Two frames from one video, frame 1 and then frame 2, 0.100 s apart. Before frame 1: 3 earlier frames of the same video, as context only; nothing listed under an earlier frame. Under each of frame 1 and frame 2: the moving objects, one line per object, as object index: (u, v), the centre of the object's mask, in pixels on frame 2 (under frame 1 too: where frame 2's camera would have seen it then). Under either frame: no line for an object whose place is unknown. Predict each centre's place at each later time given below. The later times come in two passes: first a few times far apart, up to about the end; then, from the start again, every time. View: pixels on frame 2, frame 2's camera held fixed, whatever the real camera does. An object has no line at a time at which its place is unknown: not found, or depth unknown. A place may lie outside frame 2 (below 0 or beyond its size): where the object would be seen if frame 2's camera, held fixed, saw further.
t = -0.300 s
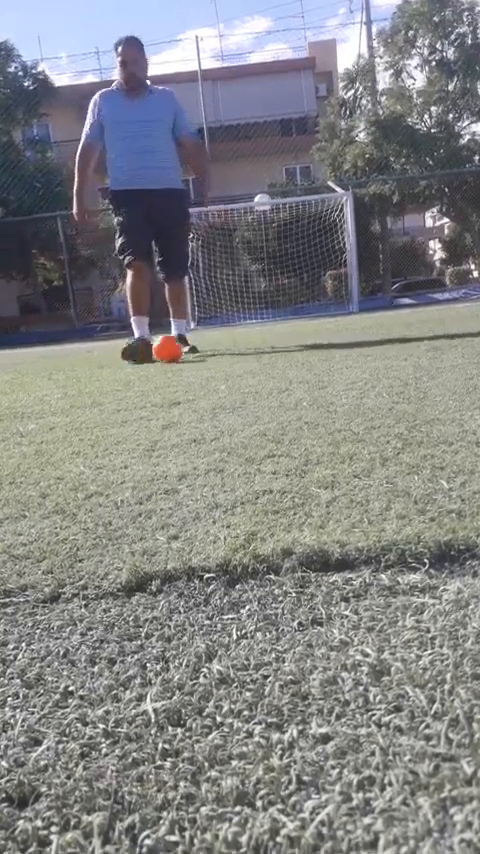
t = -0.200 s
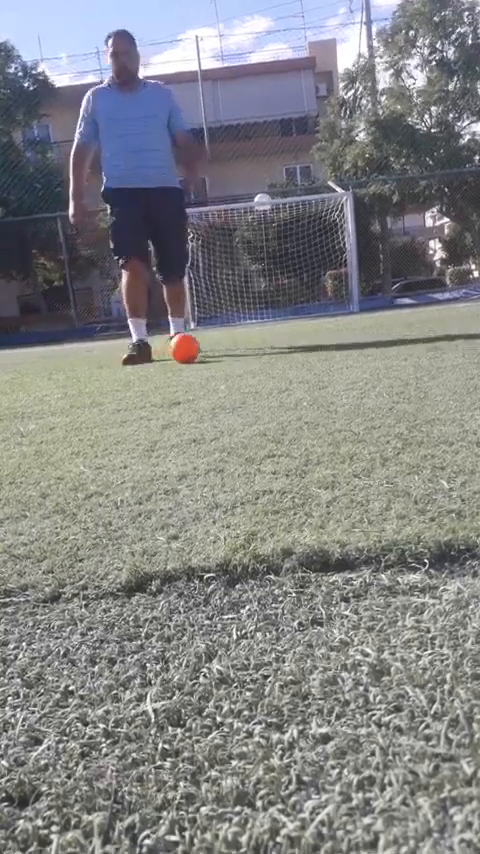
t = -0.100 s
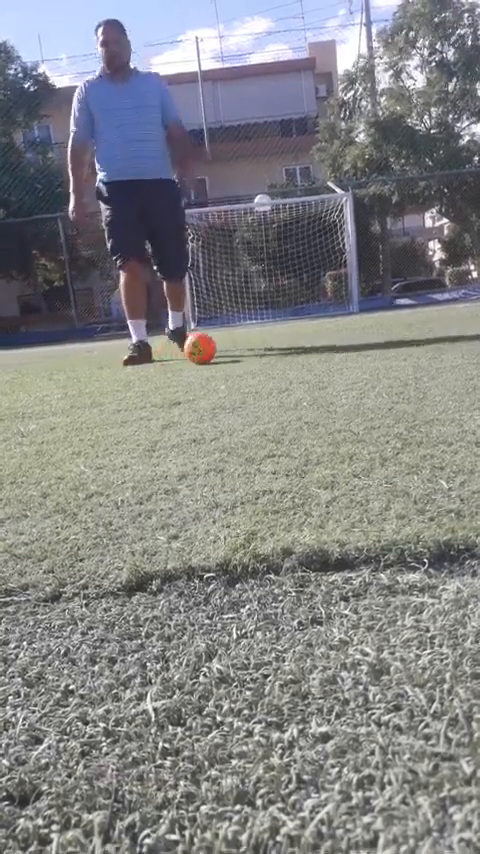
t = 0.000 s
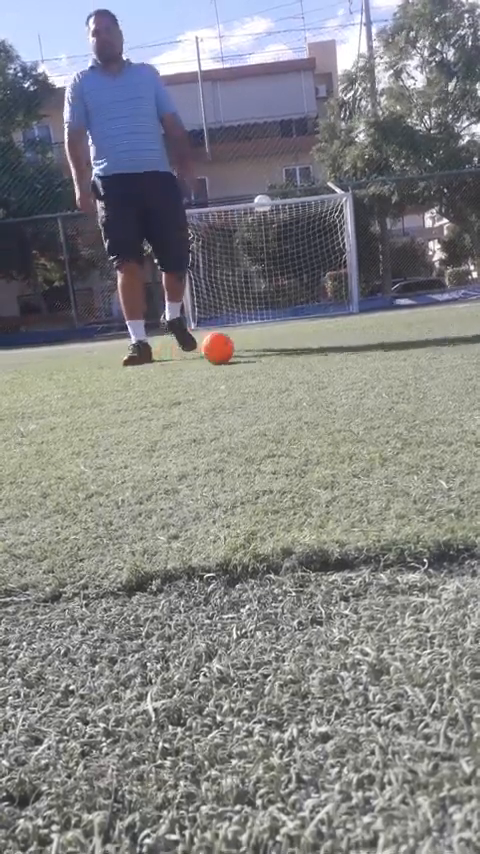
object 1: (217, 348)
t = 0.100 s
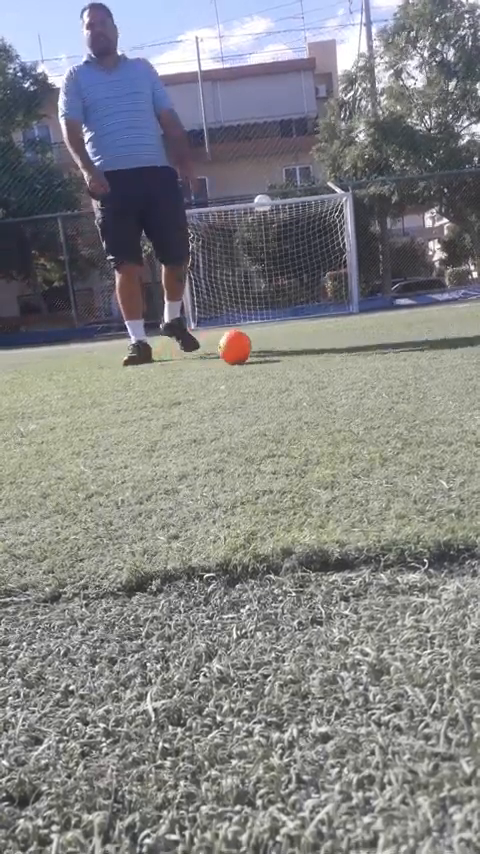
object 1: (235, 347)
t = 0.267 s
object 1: (264, 346)
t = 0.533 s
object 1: (316, 345)
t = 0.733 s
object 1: (360, 343)
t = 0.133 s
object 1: (241, 347)
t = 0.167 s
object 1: (246, 347)
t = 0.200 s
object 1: (252, 346)
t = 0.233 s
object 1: (258, 346)
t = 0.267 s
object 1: (264, 346)
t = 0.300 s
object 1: (271, 346)
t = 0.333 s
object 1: (278, 346)
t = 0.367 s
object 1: (284, 345)
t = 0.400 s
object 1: (291, 345)
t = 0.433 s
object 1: (297, 345)
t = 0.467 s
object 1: (304, 345)
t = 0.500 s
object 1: (310, 345)
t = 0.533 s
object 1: (316, 345)
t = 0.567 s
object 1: (323, 345)
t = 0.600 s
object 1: (330, 344)
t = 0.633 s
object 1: (337, 344)
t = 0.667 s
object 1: (345, 344)
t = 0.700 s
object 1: (352, 343)
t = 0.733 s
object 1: (360, 343)
